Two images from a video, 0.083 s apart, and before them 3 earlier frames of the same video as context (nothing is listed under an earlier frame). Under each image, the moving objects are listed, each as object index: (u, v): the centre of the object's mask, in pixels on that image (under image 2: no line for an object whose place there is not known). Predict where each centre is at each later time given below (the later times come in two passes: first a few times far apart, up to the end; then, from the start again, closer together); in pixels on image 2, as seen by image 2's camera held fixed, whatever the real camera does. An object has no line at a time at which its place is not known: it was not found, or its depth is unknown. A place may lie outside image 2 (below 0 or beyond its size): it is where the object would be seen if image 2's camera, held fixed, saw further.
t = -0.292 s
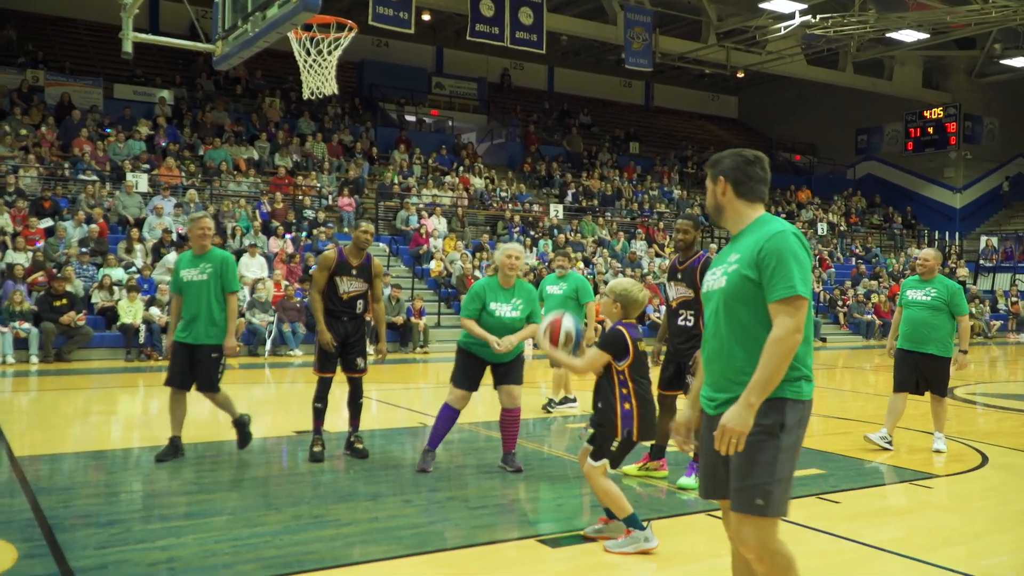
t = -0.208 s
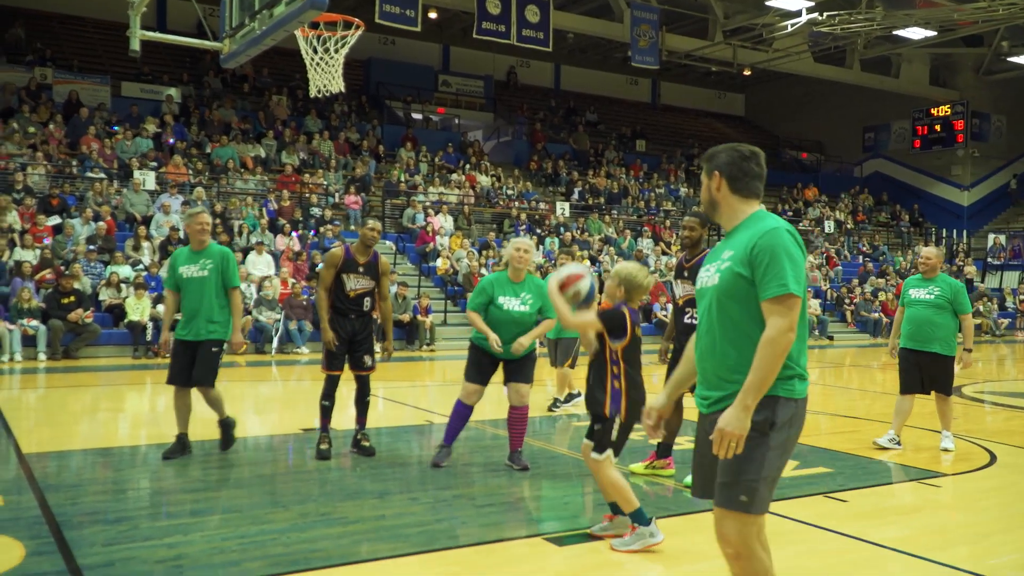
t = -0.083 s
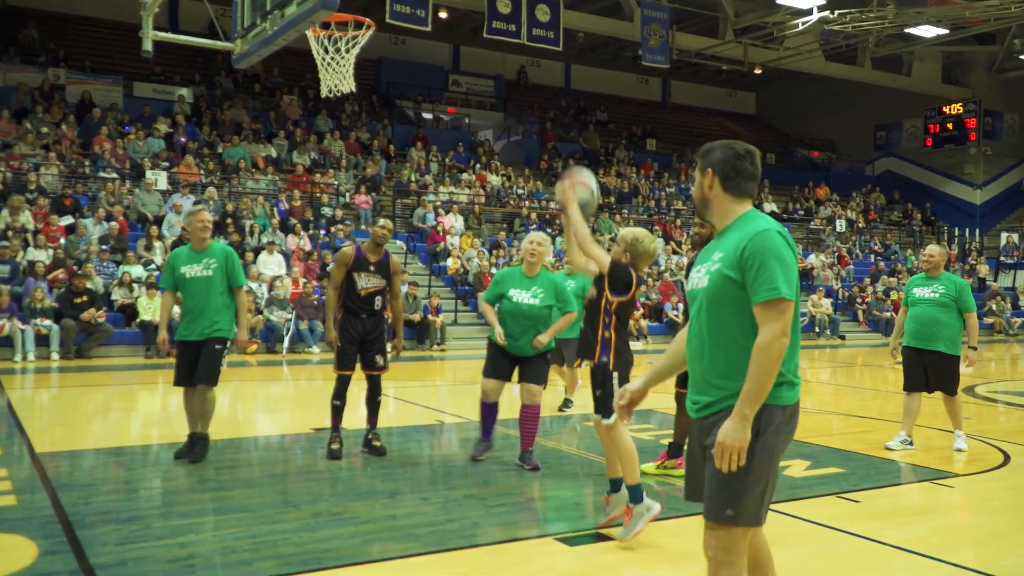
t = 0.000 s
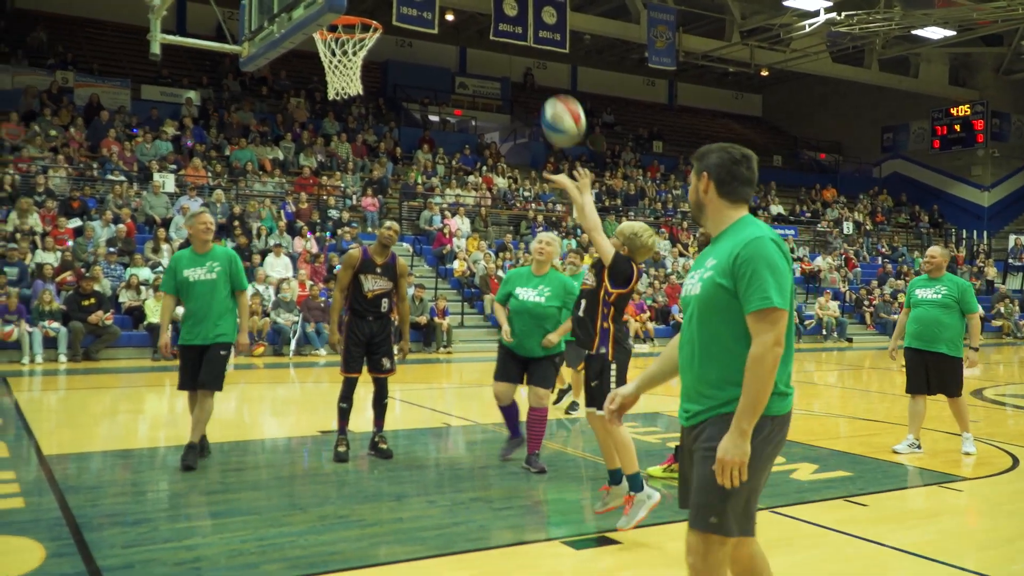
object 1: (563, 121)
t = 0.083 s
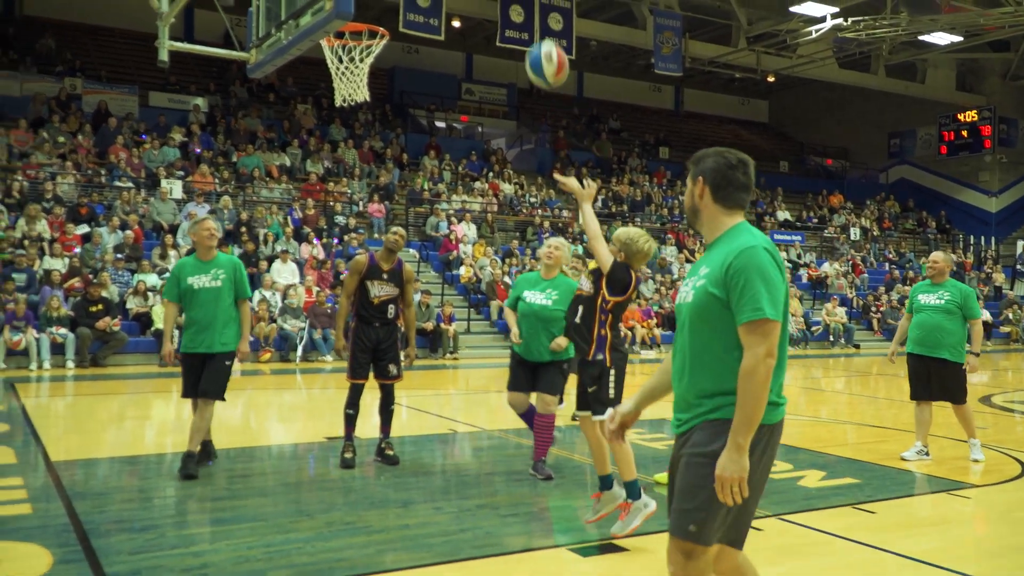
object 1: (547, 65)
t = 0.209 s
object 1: (514, 3)
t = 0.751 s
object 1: (382, 5)
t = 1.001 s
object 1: (345, 57)
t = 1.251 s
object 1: (343, 107)
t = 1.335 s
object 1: (343, 140)
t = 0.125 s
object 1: (536, 38)
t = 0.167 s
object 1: (524, 15)
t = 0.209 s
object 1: (514, 3)
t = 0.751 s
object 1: (382, 5)
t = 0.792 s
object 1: (375, 15)
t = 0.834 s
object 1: (370, 21)
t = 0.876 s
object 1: (366, 26)
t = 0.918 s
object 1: (355, 37)
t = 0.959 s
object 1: (347, 48)
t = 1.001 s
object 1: (345, 57)
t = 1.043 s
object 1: (343, 66)
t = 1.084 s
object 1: (340, 68)
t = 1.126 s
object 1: (341, 79)
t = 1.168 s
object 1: (342, 85)
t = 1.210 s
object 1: (343, 96)
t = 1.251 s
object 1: (343, 107)
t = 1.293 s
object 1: (344, 122)
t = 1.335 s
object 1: (343, 140)
